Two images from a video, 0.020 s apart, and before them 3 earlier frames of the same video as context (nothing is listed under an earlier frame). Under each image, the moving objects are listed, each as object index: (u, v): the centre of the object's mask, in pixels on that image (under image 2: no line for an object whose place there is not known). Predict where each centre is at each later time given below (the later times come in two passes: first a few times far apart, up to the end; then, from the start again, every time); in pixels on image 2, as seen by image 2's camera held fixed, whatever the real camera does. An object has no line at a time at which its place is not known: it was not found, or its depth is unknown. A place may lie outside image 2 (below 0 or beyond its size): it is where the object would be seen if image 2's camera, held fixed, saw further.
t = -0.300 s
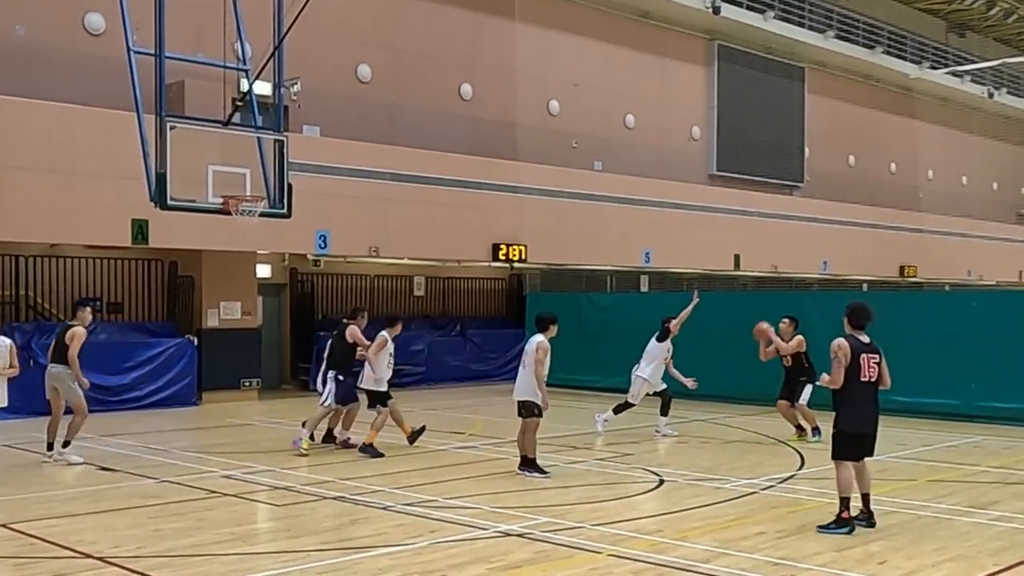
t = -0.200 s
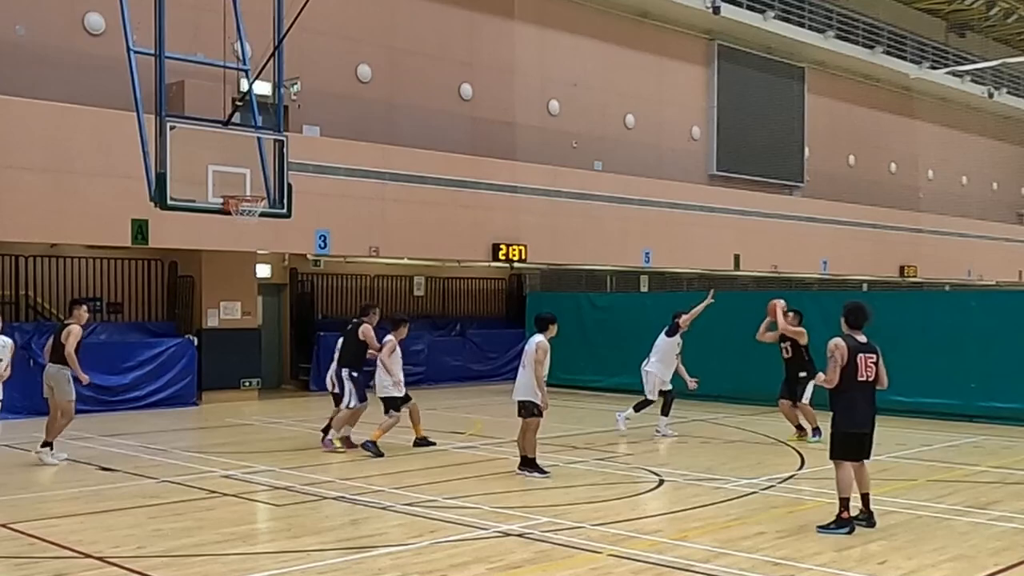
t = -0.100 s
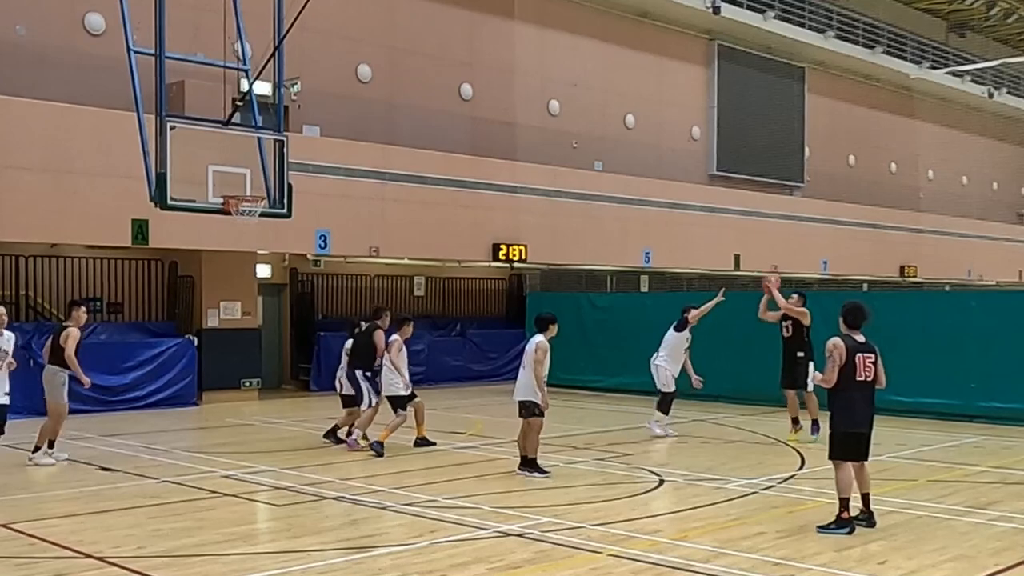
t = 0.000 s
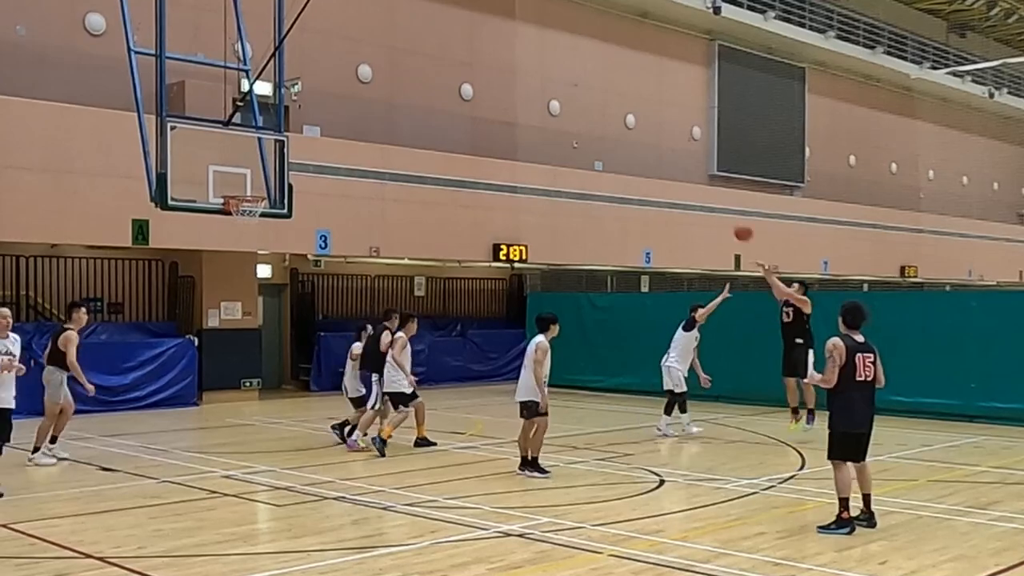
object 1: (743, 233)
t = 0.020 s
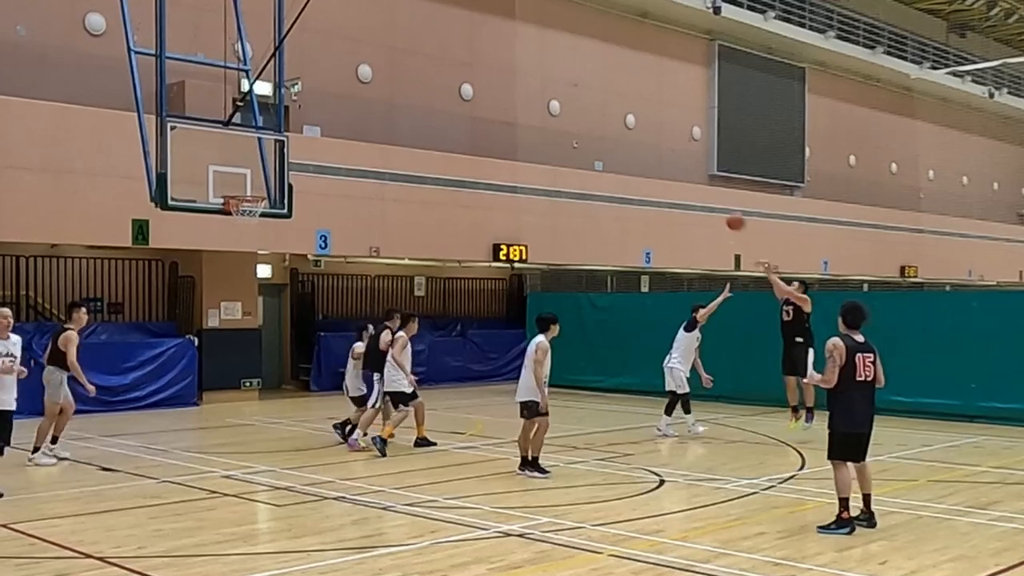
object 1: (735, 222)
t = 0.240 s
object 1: (650, 127)
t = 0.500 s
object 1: (550, 63)
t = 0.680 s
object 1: (481, 48)
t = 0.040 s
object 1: (727, 213)
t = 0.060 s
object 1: (720, 203)
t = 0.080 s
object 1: (712, 191)
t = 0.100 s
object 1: (704, 182)
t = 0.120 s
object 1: (696, 173)
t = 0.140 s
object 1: (689, 164)
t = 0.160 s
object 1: (681, 157)
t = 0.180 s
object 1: (673, 149)
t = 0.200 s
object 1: (665, 143)
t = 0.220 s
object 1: (658, 134)
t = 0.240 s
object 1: (650, 127)
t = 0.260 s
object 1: (642, 121)
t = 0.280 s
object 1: (635, 114)
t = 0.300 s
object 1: (626, 108)
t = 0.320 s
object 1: (619, 102)
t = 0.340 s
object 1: (611, 96)
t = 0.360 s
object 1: (604, 91)
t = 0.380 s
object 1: (596, 87)
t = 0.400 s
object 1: (588, 82)
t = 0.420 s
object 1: (580, 78)
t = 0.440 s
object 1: (573, 73)
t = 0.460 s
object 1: (565, 69)
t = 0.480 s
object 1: (558, 66)
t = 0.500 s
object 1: (550, 63)
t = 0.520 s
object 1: (542, 60)
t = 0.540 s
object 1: (535, 58)
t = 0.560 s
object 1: (527, 56)
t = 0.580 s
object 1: (519, 54)
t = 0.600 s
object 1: (512, 52)
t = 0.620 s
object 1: (504, 50)
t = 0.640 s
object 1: (496, 49)
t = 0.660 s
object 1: (488, 49)
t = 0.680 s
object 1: (481, 48)
